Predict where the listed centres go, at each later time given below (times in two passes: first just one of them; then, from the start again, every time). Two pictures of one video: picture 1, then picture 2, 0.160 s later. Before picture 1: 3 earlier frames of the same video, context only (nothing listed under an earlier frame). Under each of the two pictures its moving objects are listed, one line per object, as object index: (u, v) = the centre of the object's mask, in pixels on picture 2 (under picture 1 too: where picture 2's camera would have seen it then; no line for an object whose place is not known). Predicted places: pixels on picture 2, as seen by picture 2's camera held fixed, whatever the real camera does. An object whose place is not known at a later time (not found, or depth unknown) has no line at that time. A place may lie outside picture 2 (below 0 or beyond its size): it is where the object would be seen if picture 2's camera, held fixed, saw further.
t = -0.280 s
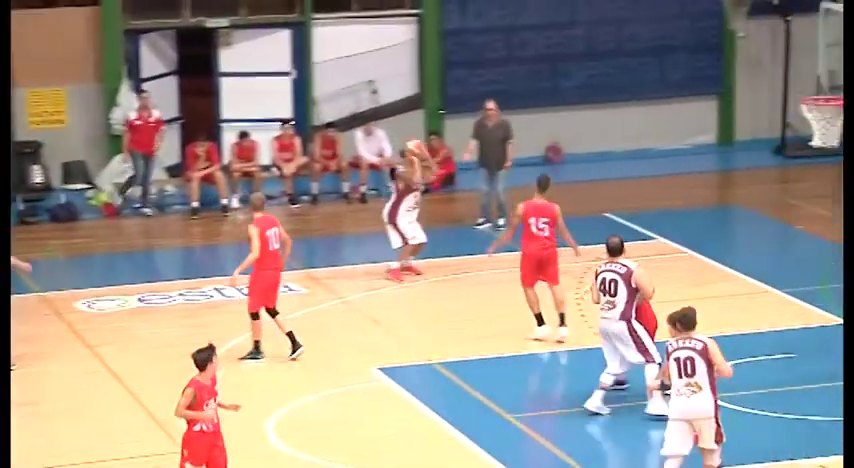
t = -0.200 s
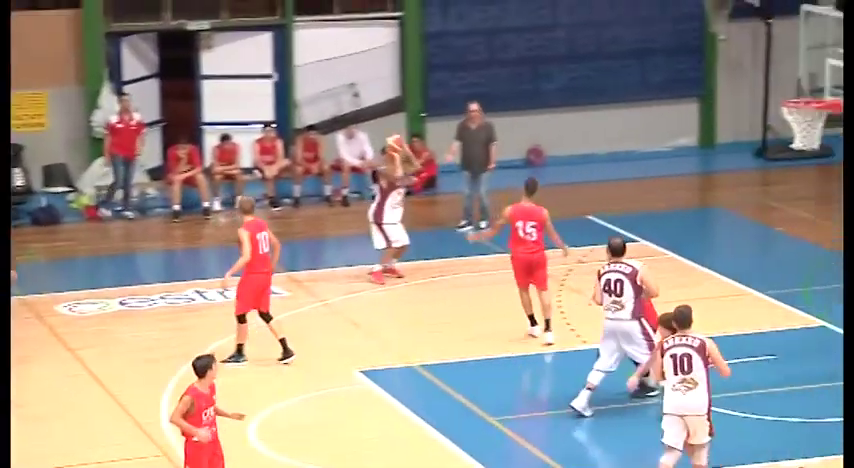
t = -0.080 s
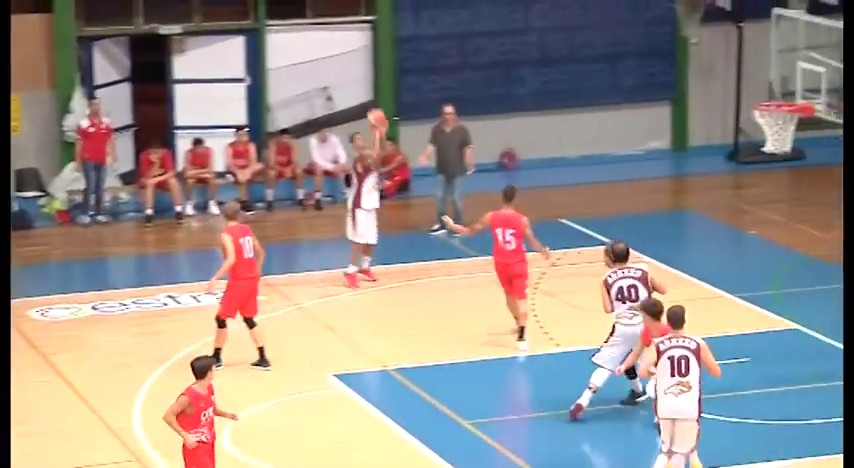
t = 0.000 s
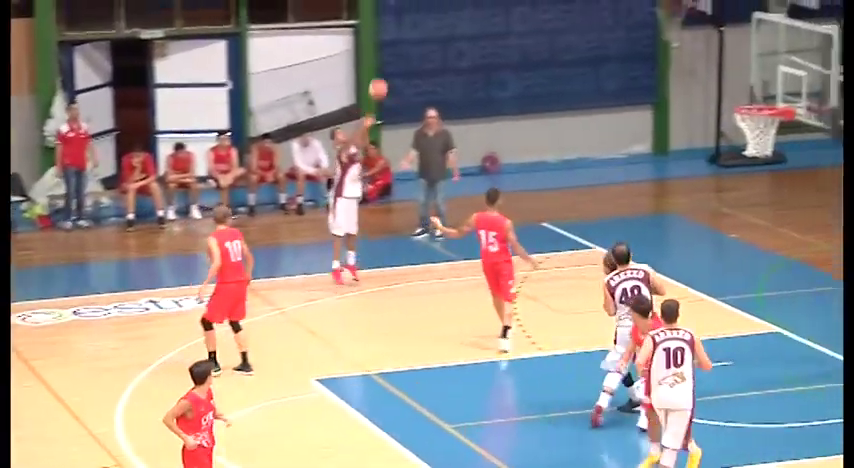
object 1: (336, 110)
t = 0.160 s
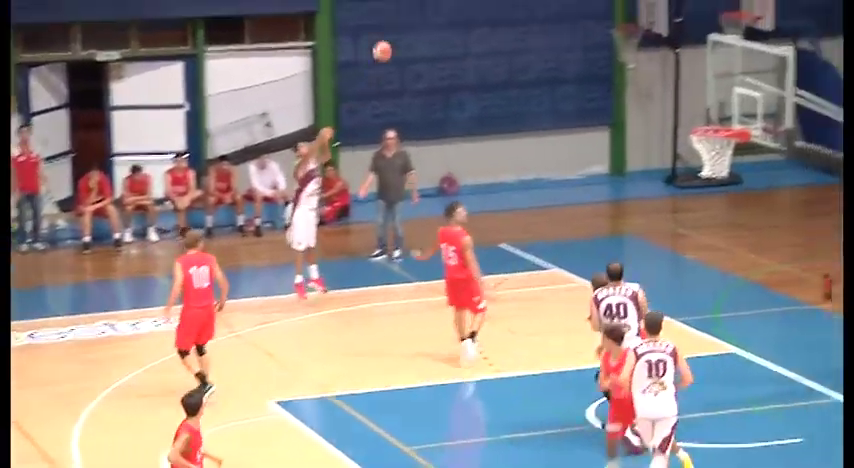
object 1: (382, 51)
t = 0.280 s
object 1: (418, 18)
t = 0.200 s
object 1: (394, 39)
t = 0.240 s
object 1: (406, 28)
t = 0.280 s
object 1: (418, 18)
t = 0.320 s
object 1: (430, 9)
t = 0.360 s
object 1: (443, 3)
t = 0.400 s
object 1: (455, -4)
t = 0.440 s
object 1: (469, -9)
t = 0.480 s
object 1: (481, -12)
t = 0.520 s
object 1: (494, -15)
